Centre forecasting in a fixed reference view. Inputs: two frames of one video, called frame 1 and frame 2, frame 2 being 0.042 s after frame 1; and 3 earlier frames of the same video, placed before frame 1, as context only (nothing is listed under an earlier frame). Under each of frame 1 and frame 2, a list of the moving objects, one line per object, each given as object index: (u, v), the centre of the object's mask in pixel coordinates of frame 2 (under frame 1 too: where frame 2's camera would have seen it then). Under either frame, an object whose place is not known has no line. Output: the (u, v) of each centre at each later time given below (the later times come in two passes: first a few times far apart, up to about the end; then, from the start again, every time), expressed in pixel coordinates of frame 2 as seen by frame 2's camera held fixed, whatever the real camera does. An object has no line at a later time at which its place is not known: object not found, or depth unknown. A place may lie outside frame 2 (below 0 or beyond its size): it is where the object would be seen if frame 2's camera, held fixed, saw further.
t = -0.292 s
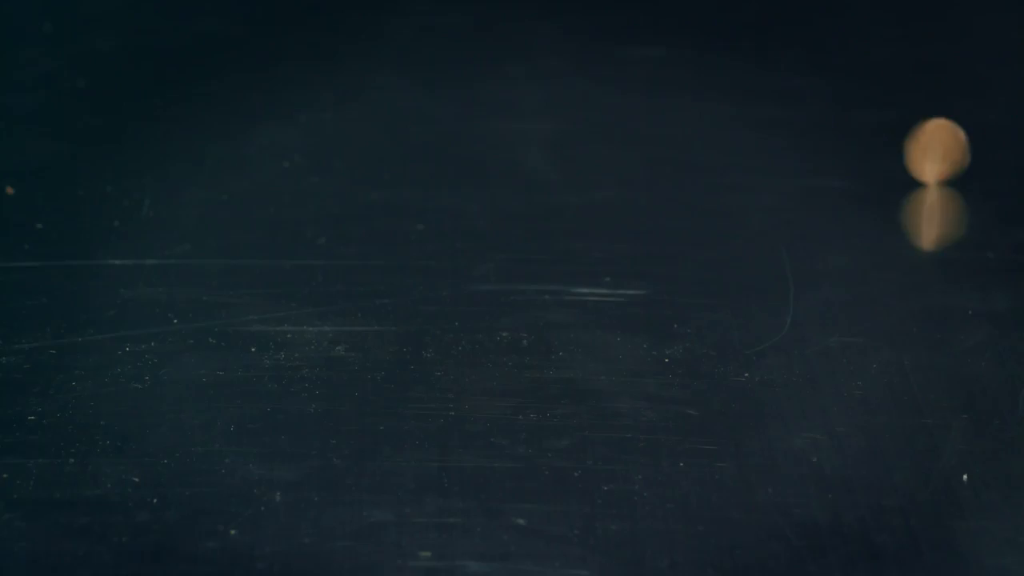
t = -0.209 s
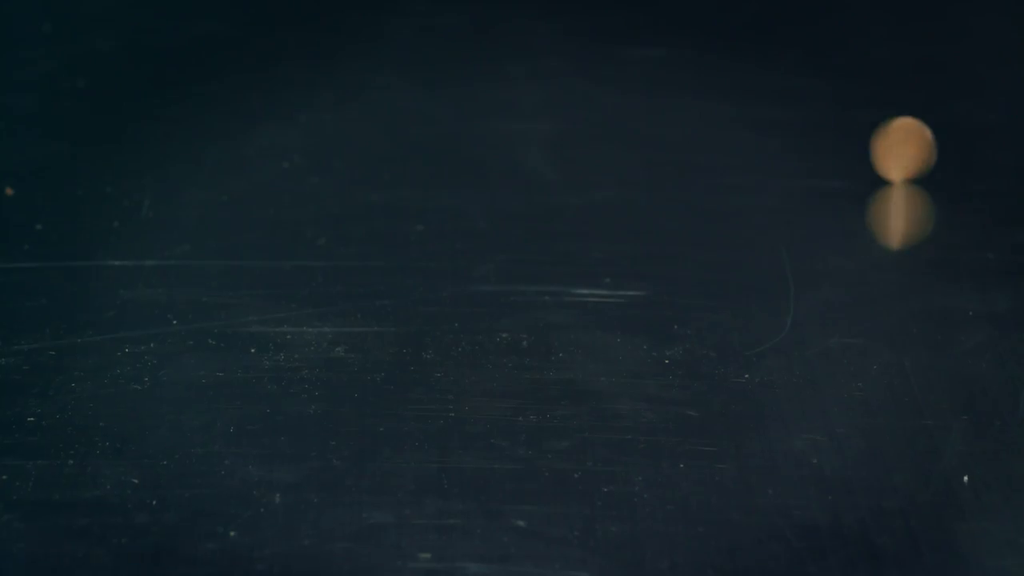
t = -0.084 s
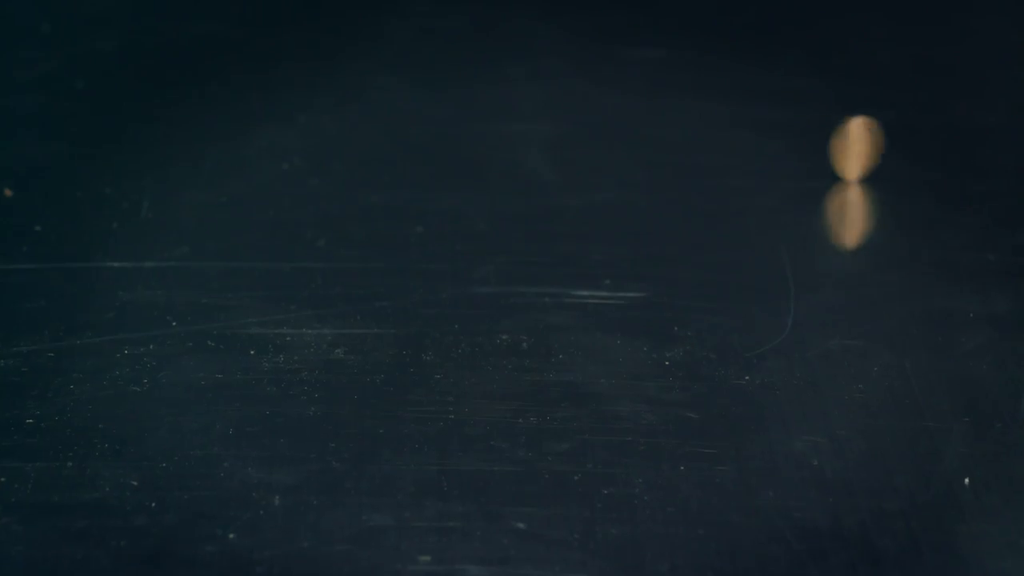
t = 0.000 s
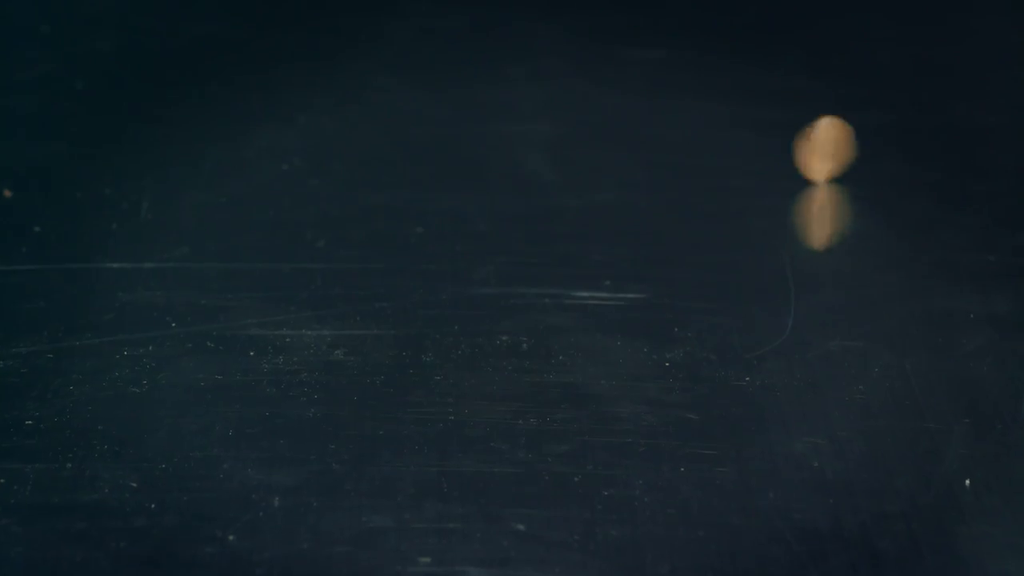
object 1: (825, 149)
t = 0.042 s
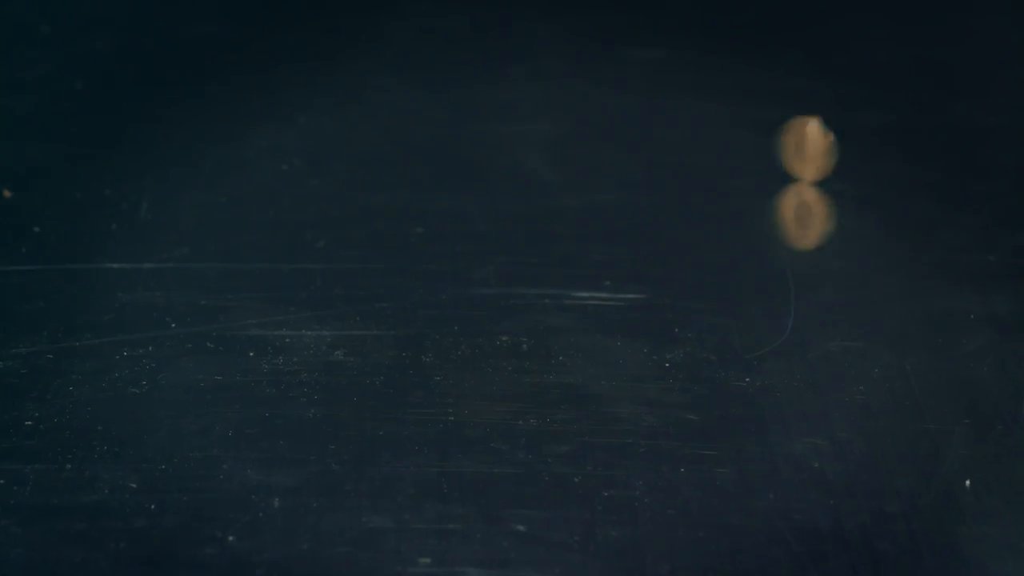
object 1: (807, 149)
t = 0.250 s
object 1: (738, 150)
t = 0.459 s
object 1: (675, 155)
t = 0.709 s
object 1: (611, 160)
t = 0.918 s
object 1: (564, 164)
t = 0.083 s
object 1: (793, 149)
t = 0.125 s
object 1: (781, 149)
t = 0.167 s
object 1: (763, 150)
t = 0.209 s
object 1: (752, 150)
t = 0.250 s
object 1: (738, 150)
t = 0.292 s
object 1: (722, 151)
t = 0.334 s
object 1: (712, 152)
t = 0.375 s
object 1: (701, 153)
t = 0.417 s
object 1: (686, 154)
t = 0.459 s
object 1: (675, 155)
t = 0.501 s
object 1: (665, 156)
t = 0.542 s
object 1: (652, 156)
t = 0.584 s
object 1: (641, 158)
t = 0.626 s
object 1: (632, 159)
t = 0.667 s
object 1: (624, 160)
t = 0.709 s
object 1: (611, 160)
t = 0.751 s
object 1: (602, 162)
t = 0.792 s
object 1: (593, 163)
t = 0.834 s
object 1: (584, 163)
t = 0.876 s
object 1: (576, 164)
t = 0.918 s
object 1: (564, 164)
